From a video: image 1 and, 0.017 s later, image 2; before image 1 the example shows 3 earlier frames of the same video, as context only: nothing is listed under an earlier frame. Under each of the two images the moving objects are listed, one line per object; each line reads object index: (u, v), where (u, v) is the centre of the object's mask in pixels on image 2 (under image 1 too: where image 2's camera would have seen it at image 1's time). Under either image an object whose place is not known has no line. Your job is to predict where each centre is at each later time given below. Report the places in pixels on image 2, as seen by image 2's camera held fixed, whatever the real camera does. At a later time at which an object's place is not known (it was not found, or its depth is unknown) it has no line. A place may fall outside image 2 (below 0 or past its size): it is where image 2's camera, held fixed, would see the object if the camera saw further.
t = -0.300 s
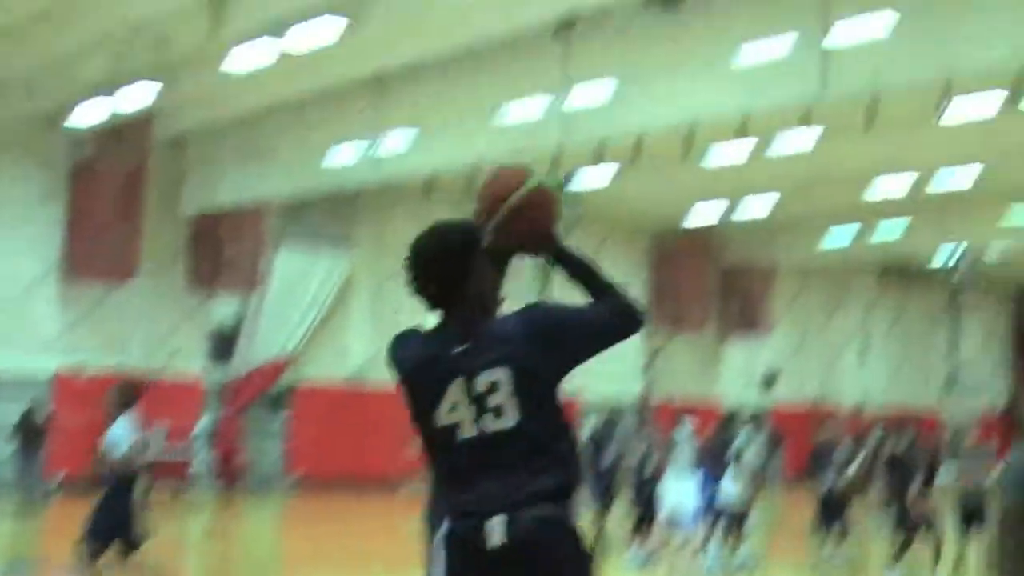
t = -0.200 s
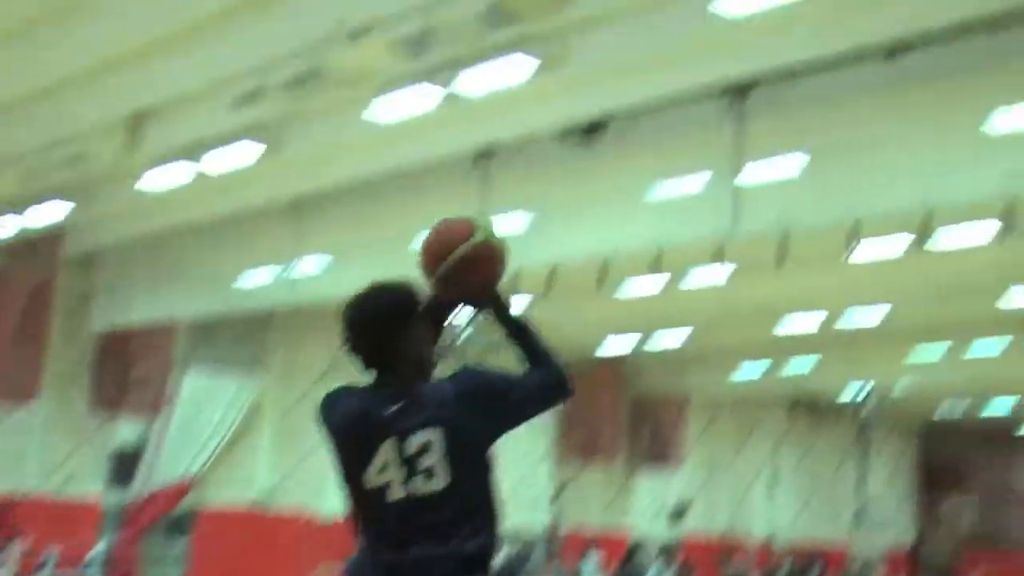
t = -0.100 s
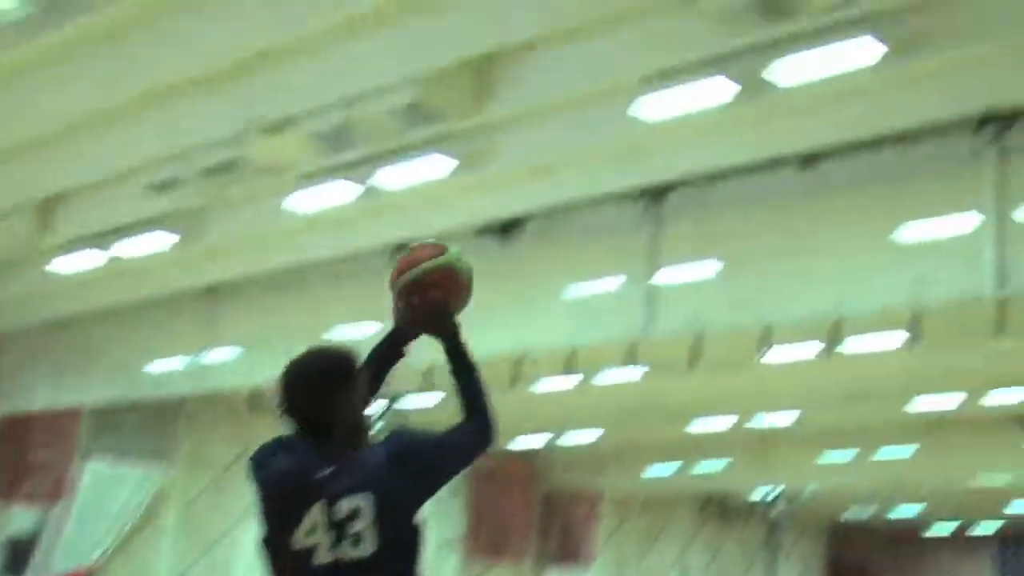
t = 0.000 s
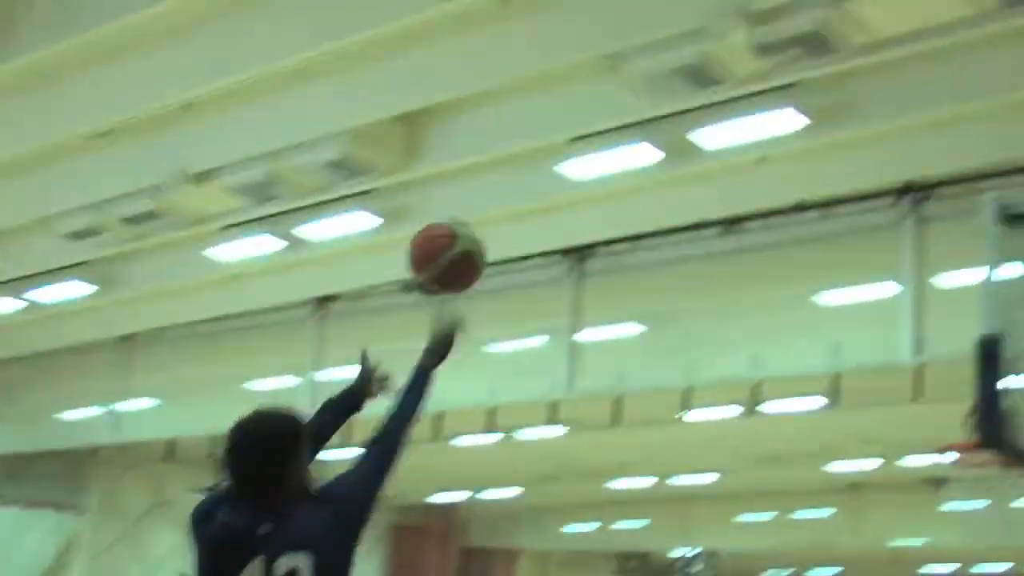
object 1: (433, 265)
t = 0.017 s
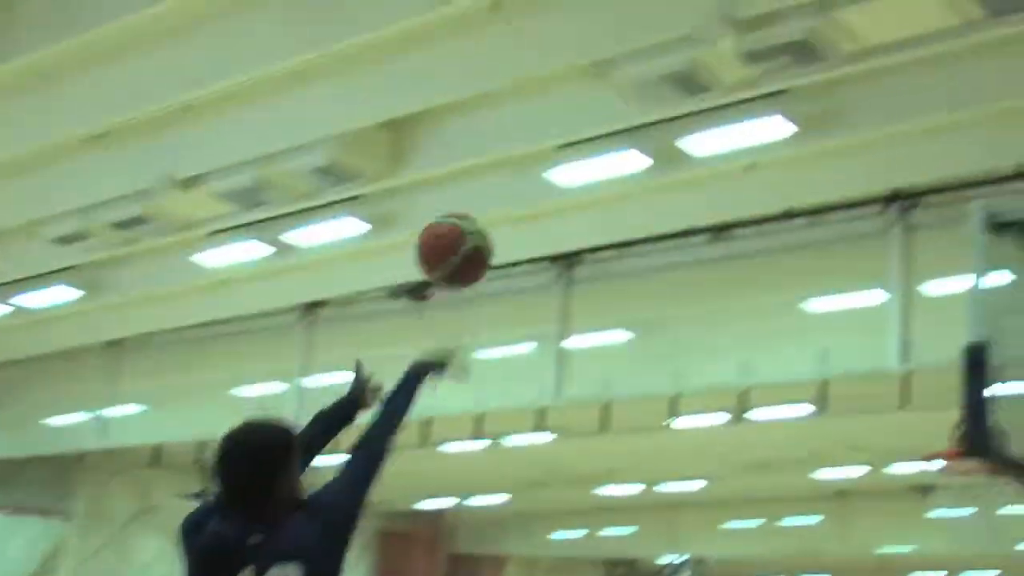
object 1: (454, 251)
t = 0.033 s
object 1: (473, 239)
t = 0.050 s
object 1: (492, 229)
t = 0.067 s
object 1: (509, 219)
